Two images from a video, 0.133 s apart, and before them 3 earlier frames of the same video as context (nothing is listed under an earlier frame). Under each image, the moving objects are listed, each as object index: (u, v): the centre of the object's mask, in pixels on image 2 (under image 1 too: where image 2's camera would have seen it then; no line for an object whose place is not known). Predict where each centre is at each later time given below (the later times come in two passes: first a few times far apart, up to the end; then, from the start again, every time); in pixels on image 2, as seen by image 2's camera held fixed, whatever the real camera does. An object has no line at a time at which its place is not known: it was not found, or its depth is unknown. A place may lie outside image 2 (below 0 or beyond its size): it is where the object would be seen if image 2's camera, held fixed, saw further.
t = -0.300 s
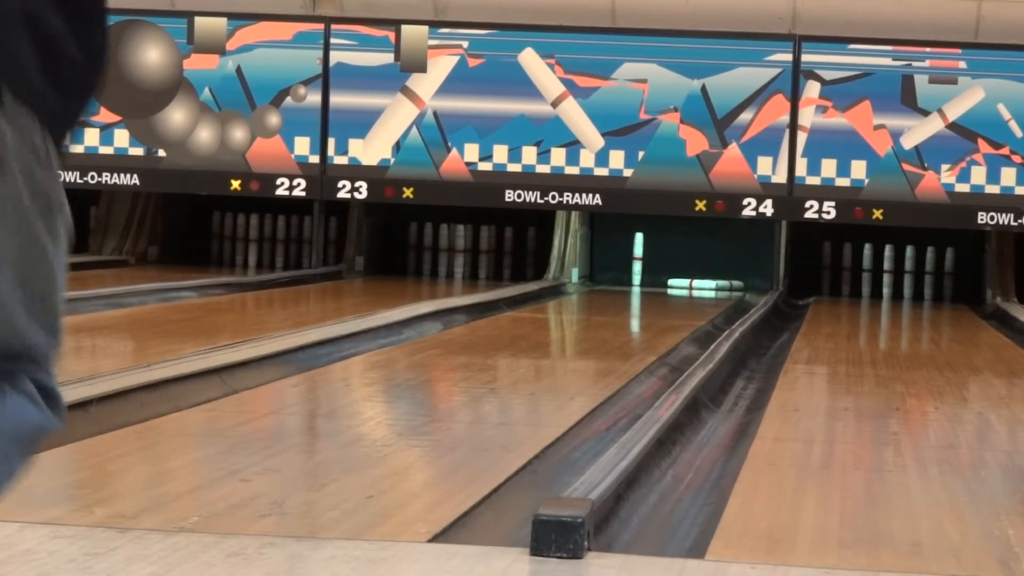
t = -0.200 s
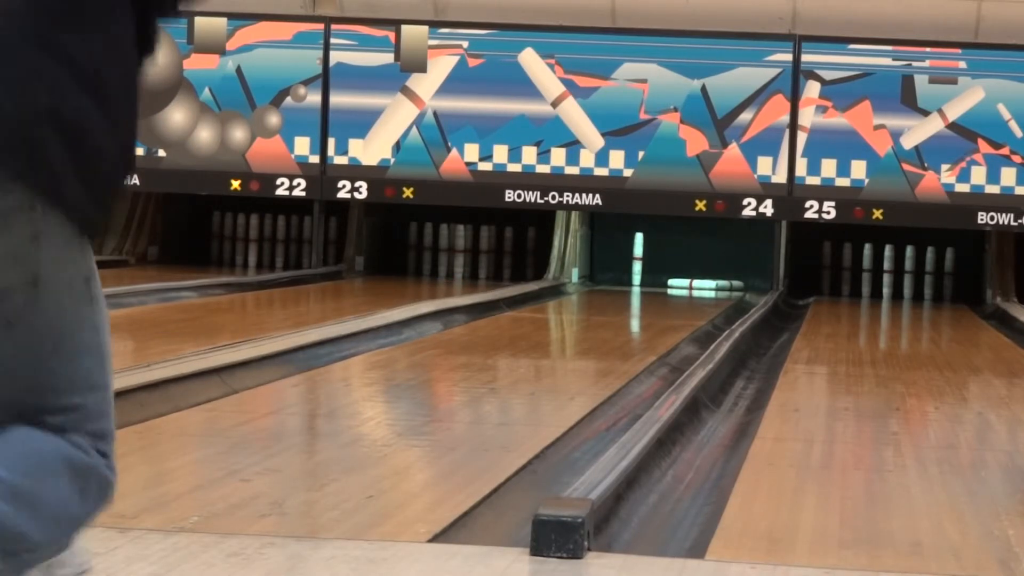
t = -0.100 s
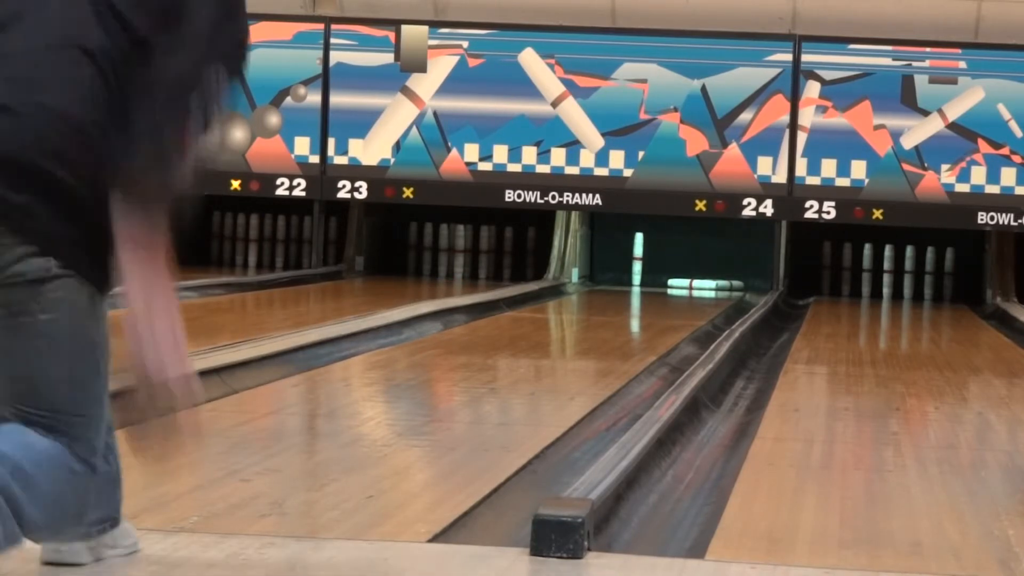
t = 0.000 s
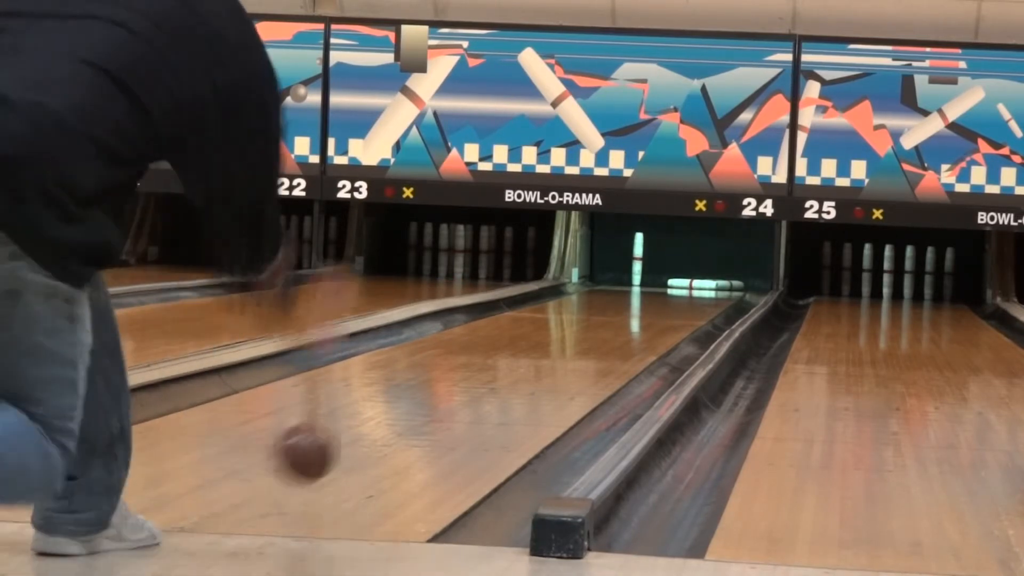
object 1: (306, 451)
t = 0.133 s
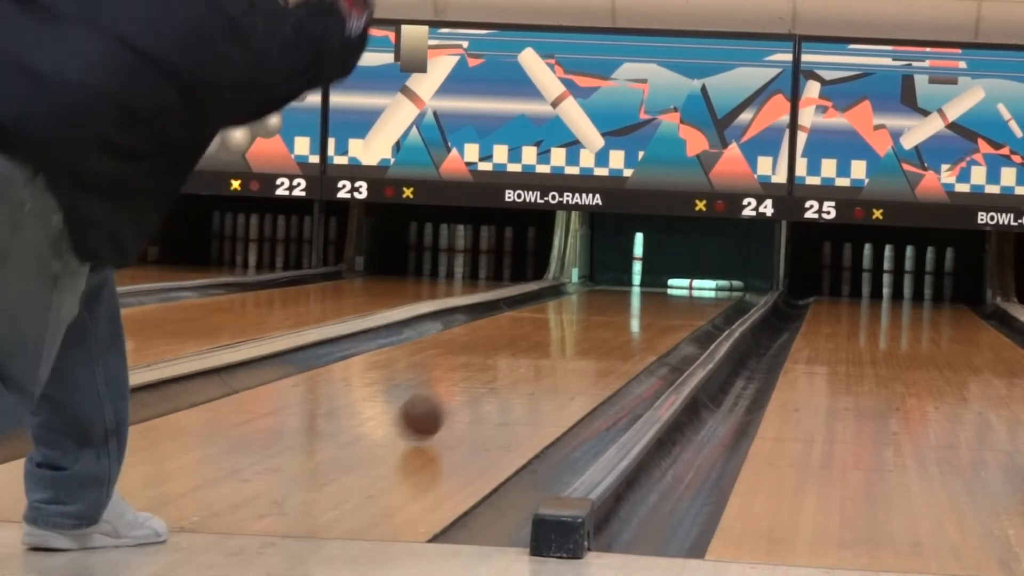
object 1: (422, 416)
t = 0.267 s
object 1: (488, 377)
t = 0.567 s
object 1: (570, 326)
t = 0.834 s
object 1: (607, 302)
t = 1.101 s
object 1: (629, 286)
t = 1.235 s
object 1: (638, 280)
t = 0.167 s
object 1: (440, 397)
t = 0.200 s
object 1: (459, 387)
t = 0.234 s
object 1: (474, 380)
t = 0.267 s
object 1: (488, 377)
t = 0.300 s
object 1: (501, 368)
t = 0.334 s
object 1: (513, 363)
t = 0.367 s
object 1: (524, 356)
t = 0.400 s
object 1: (533, 348)
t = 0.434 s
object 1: (542, 343)
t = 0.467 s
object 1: (550, 338)
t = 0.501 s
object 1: (557, 332)
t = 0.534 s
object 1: (564, 328)
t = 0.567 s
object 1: (570, 326)
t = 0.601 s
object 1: (575, 322)
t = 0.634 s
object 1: (581, 317)
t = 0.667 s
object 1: (586, 314)
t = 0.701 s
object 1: (590, 310)
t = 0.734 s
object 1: (595, 308)
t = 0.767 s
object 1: (598, 306)
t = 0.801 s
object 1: (603, 304)
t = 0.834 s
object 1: (607, 302)
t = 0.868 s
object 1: (610, 300)
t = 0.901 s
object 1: (613, 297)
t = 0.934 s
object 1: (616, 296)
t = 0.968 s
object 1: (619, 294)
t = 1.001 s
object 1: (621, 292)
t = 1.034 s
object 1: (624, 290)
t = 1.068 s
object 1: (626, 288)
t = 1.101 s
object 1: (629, 286)
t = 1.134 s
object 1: (631, 284)
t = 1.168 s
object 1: (633, 283)
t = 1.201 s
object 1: (636, 282)
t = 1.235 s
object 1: (638, 280)
